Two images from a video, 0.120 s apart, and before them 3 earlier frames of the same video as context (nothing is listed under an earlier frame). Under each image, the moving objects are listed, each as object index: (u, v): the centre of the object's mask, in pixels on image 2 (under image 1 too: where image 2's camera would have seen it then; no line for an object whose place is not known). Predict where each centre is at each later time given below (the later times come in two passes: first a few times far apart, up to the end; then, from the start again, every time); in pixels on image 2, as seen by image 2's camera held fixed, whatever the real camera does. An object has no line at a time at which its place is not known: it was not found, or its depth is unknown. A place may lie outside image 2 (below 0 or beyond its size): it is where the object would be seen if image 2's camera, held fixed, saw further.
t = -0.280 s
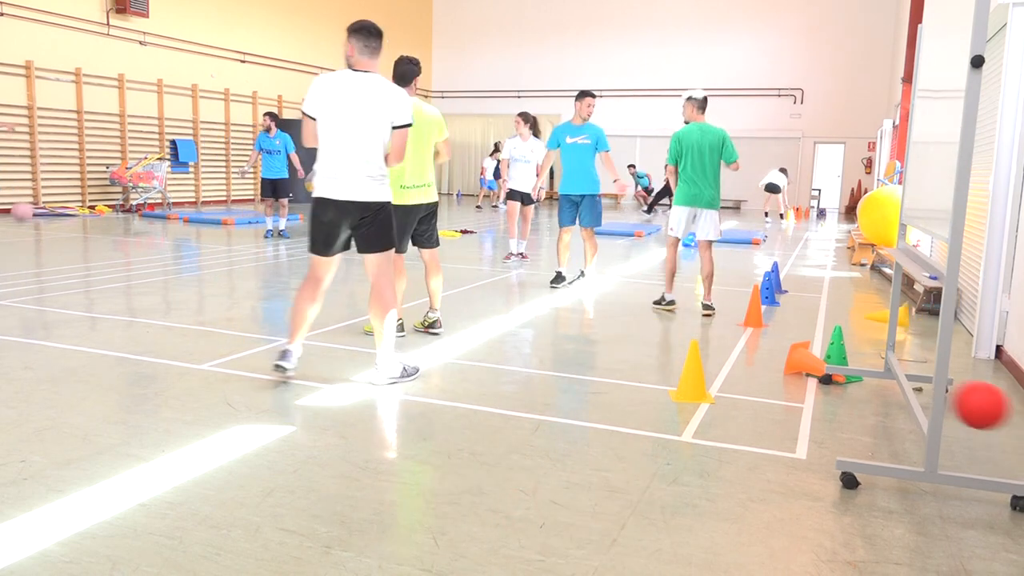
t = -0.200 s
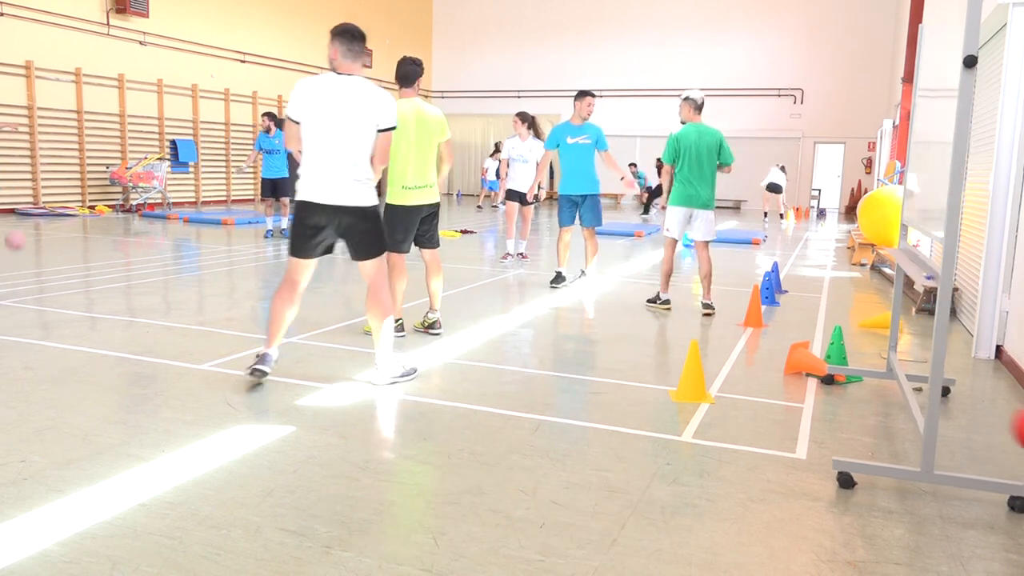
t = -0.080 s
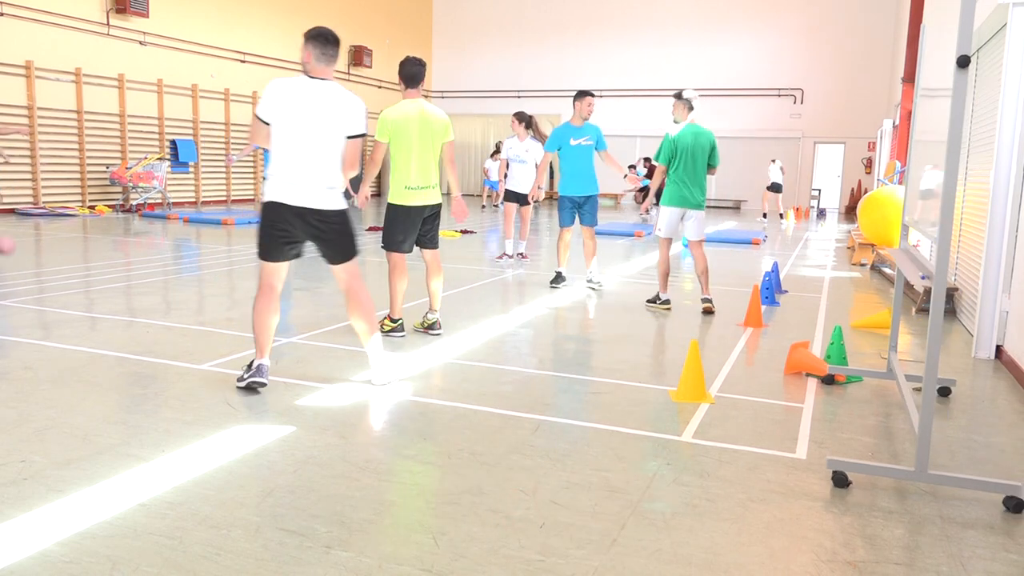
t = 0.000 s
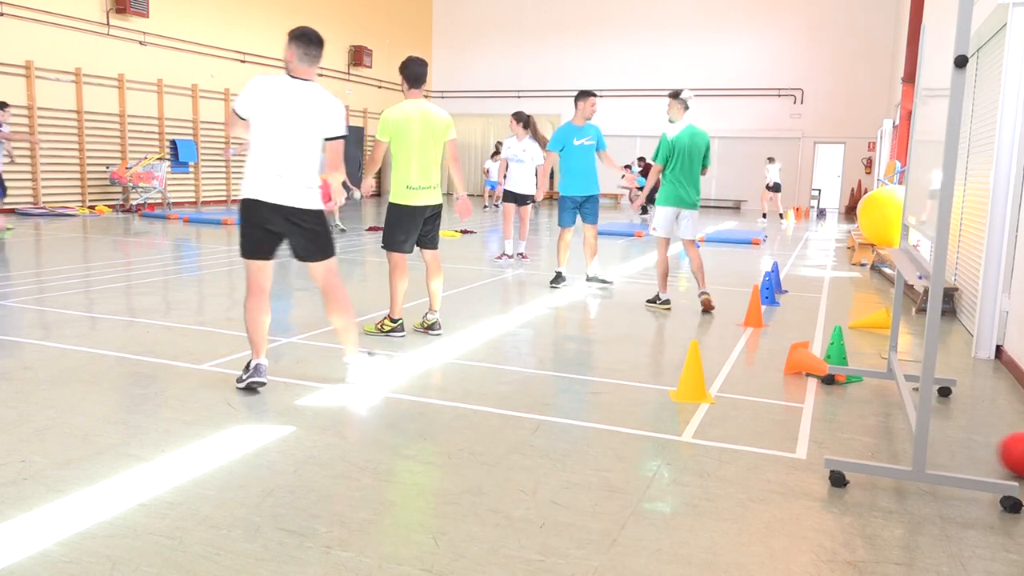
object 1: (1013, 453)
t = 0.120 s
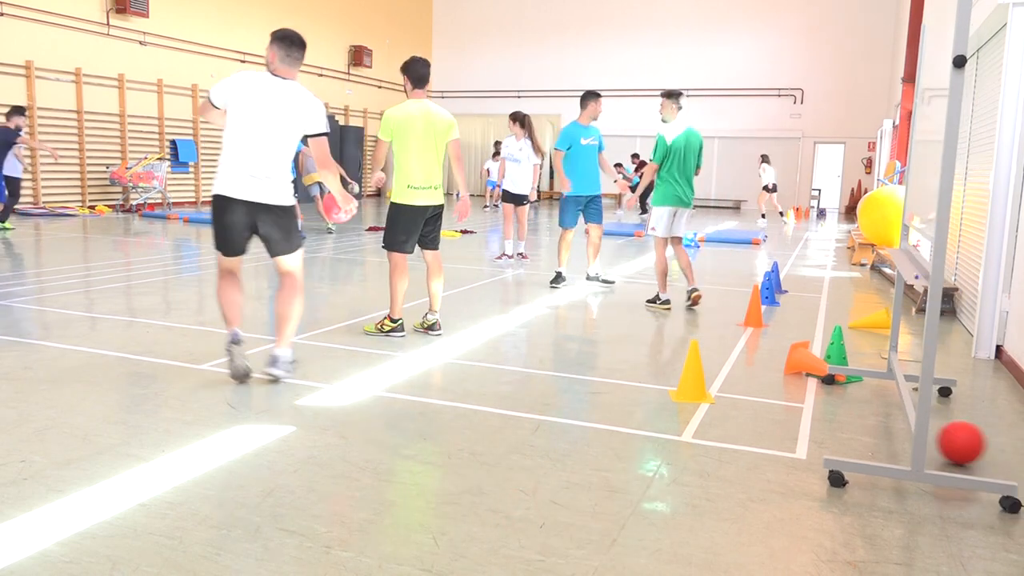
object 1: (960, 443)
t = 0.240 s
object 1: (897, 432)
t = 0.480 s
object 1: (806, 411)
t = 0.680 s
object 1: (734, 396)
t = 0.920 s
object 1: (663, 383)
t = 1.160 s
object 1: (600, 376)
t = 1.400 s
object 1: (541, 370)
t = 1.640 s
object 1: (484, 364)
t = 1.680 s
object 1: (475, 363)
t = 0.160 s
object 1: (944, 440)
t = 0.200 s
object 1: (935, 435)
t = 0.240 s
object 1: (897, 432)
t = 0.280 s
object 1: (886, 427)
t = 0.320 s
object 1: (870, 424)
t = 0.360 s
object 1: (853, 422)
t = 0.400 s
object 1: (838, 417)
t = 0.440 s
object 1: (822, 415)
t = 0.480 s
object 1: (806, 411)
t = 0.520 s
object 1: (790, 408)
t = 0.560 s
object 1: (776, 404)
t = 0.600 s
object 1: (761, 401)
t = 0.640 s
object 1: (748, 398)
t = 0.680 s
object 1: (734, 396)
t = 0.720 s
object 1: (721, 393)
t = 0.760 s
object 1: (708, 390)
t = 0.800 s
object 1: (695, 388)
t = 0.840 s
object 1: (684, 386)
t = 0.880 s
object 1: (673, 386)
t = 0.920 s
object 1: (663, 383)
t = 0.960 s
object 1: (652, 383)
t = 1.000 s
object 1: (642, 381)
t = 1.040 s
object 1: (631, 380)
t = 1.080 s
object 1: (620, 379)
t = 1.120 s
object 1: (610, 378)
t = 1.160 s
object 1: (600, 376)
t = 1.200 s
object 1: (589, 375)
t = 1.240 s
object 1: (579, 374)
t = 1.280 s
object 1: (569, 373)
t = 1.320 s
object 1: (560, 372)
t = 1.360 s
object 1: (550, 371)
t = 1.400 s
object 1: (541, 370)
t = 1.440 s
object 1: (531, 369)
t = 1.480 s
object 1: (522, 368)
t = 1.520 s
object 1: (512, 367)
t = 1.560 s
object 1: (503, 366)
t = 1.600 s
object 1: (493, 365)
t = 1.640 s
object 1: (484, 364)
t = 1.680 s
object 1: (475, 363)
